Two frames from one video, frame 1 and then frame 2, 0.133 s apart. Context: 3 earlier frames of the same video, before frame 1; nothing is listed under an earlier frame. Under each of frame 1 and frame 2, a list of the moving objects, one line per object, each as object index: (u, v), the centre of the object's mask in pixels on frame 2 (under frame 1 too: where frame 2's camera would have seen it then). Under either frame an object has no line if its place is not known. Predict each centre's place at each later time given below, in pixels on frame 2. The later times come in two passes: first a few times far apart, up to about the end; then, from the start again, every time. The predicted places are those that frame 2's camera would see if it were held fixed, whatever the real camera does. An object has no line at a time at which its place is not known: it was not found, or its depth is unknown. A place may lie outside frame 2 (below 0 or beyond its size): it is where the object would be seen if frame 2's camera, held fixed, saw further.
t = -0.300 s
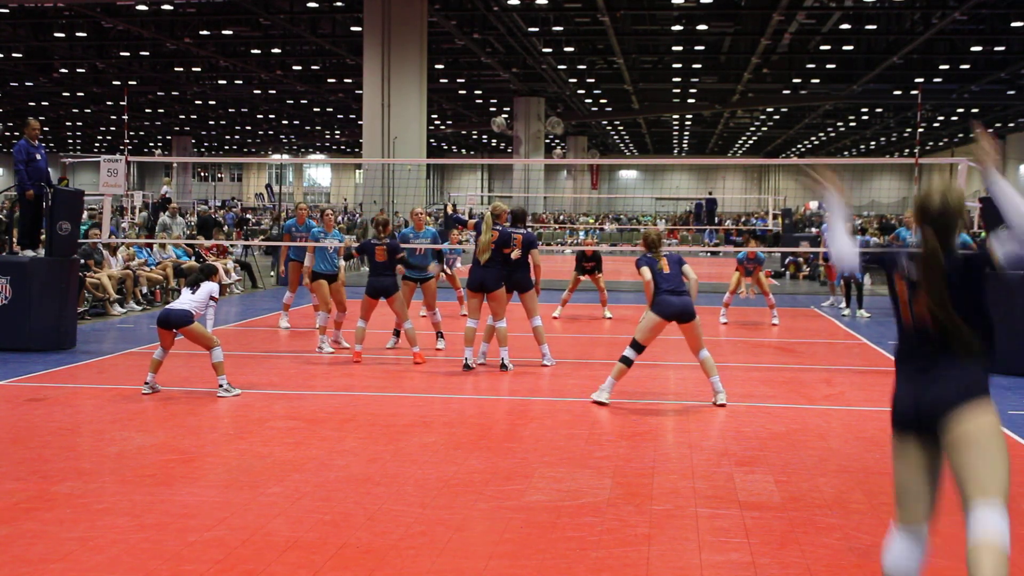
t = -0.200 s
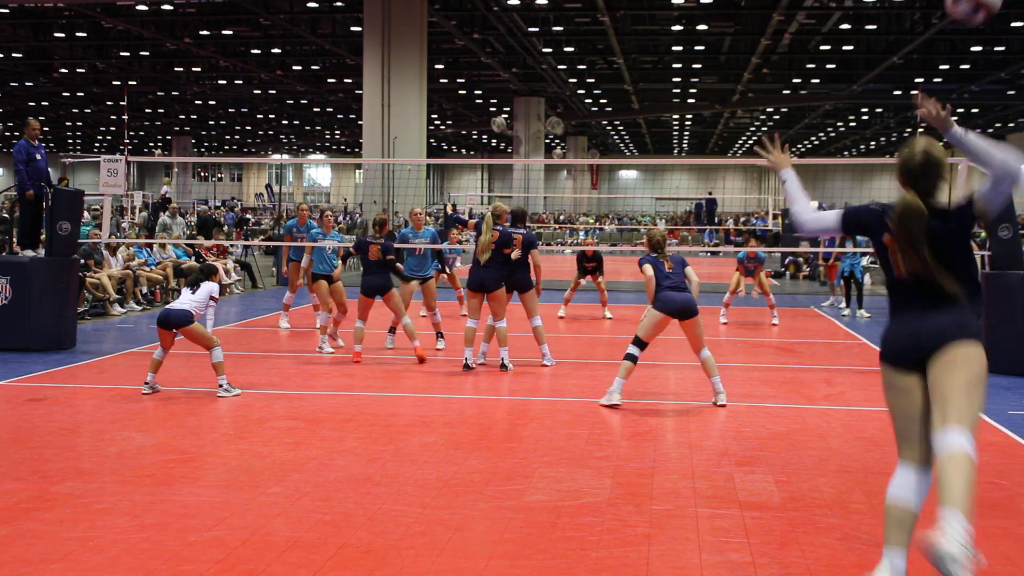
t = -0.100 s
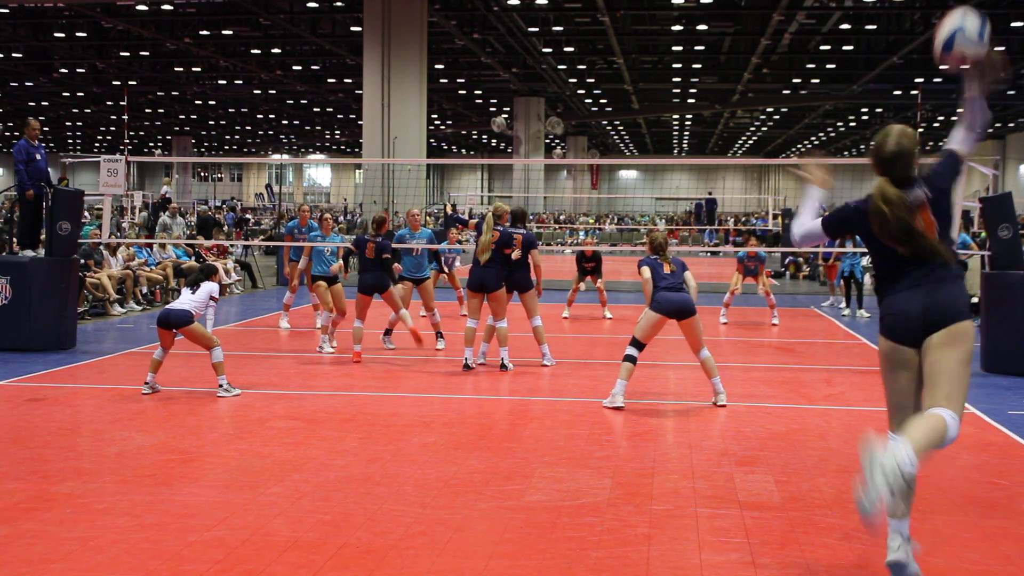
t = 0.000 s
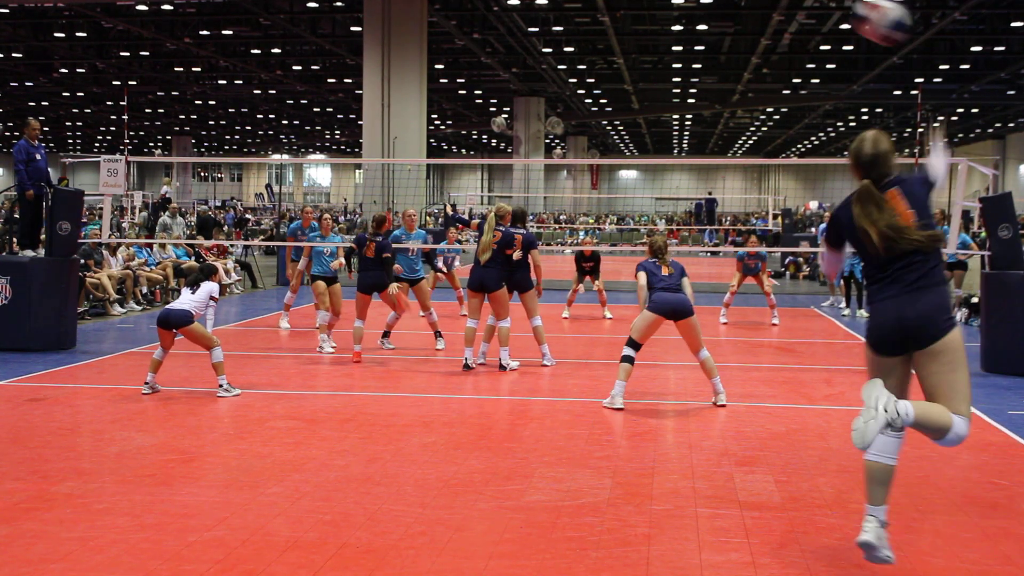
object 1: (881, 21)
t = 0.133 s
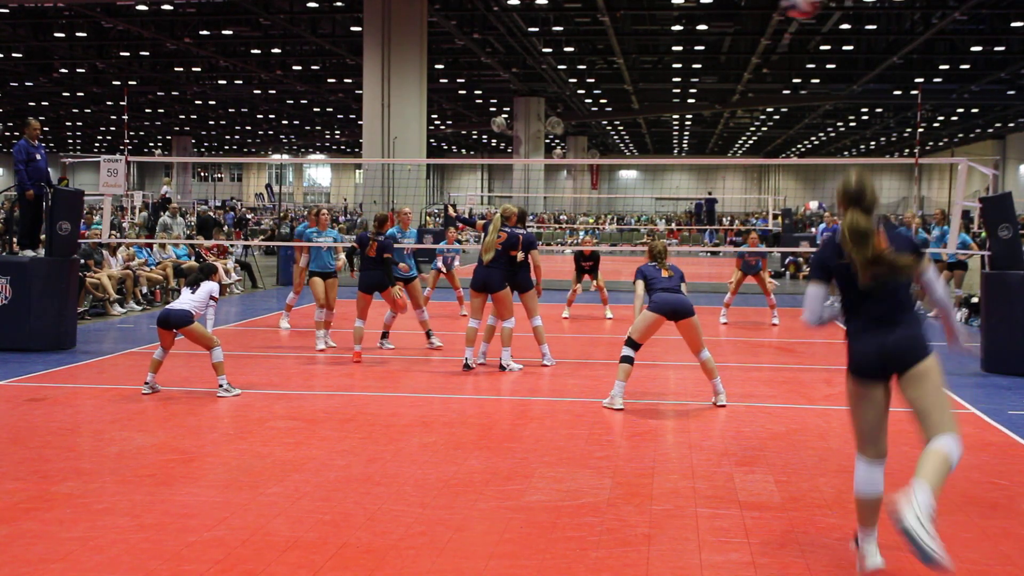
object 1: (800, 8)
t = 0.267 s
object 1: (750, 12)
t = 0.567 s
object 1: (681, 77)
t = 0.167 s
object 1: (785, 8)
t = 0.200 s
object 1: (772, 8)
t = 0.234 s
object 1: (760, 9)
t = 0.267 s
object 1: (750, 12)
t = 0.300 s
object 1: (740, 15)
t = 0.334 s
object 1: (731, 20)
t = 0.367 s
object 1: (722, 27)
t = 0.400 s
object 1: (715, 34)
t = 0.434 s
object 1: (709, 41)
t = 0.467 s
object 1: (701, 50)
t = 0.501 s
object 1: (694, 60)
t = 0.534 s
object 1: (688, 68)
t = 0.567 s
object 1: (681, 77)
